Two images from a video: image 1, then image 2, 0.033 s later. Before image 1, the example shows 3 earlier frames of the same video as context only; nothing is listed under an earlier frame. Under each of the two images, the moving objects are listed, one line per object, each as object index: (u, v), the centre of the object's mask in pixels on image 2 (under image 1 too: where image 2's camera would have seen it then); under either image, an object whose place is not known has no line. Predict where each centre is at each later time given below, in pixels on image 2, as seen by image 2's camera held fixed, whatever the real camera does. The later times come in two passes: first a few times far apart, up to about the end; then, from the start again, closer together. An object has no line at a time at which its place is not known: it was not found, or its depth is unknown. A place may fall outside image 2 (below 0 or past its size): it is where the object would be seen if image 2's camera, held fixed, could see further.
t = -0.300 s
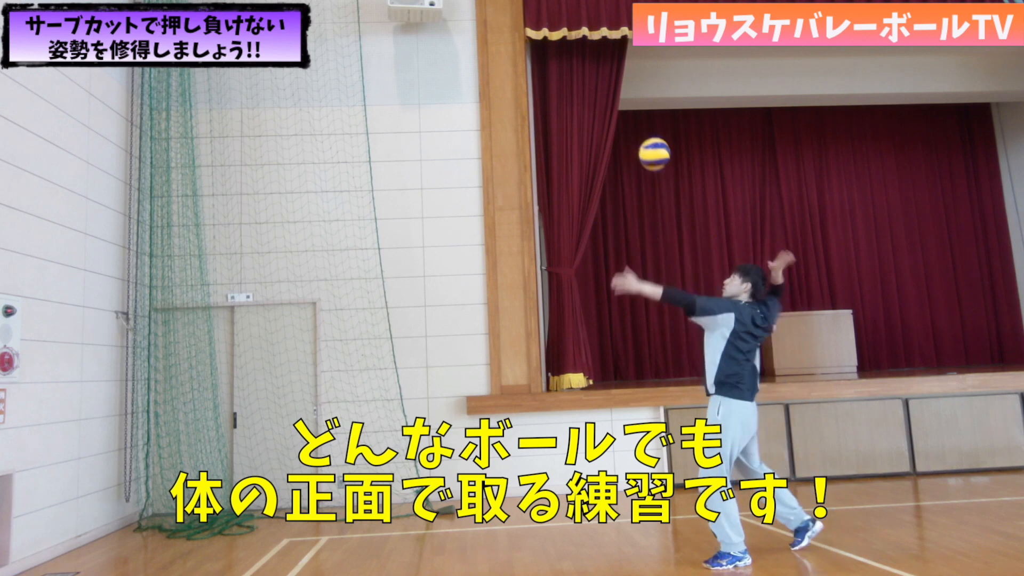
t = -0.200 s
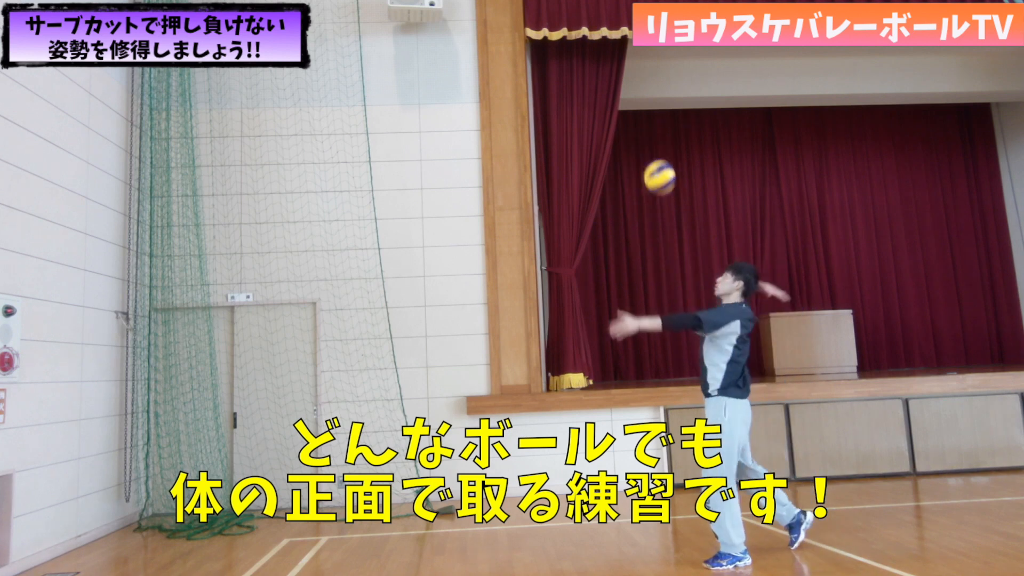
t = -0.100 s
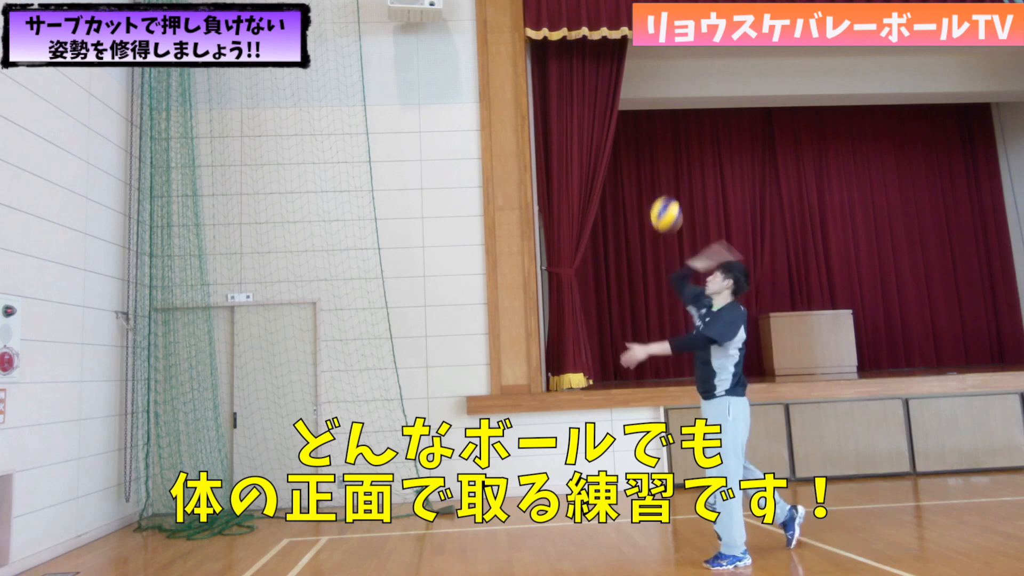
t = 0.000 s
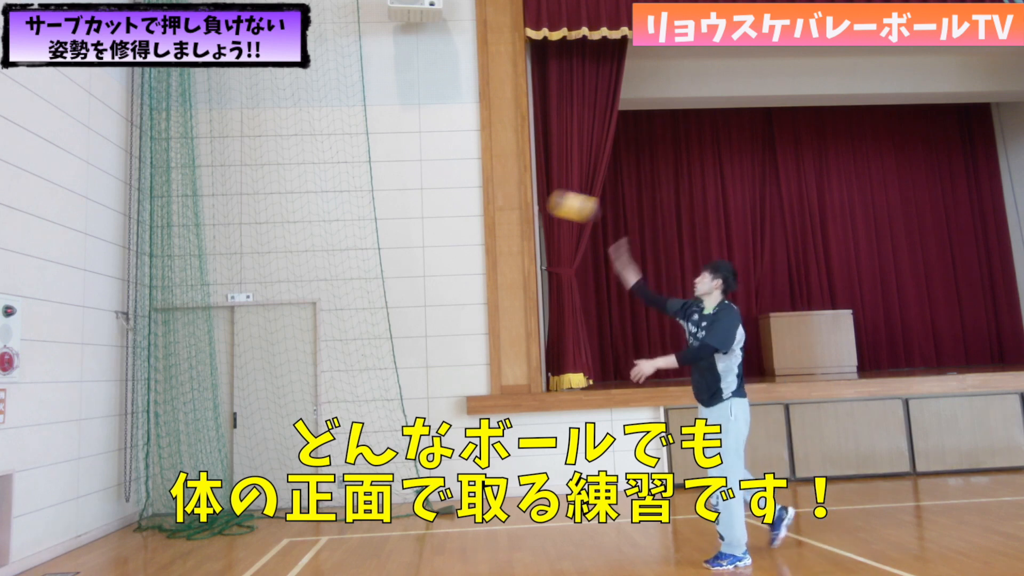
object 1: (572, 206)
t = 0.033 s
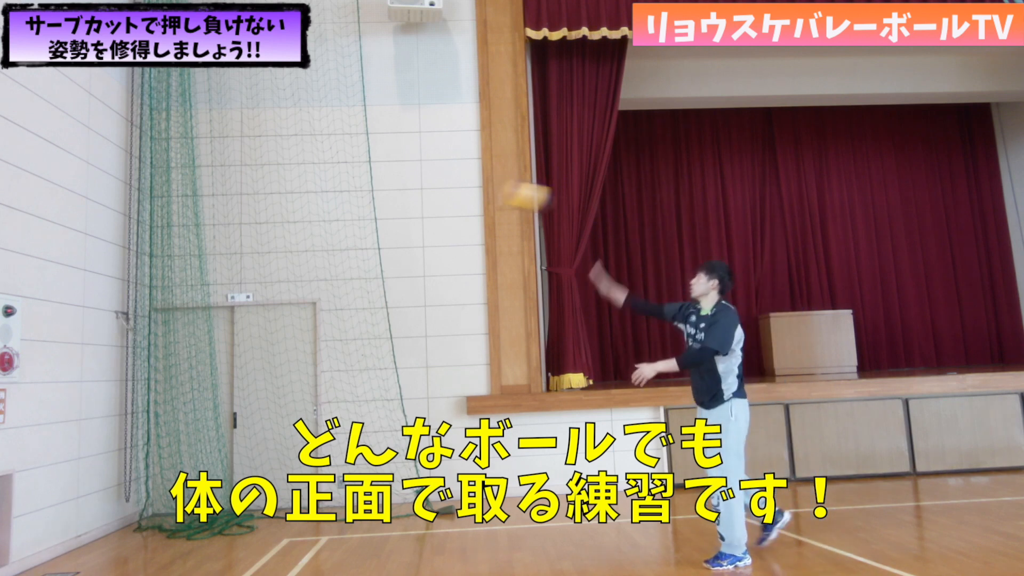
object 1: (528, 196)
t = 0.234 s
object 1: (258, 162)
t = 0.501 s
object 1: (50, 185)
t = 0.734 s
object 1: (255, 257)
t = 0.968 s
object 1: (454, 403)
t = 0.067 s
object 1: (486, 188)
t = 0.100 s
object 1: (436, 179)
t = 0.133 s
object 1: (390, 173)
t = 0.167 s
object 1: (346, 168)
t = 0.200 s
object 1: (301, 164)
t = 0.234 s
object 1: (258, 162)
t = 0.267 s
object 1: (212, 161)
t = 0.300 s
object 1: (169, 161)
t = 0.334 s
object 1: (126, 163)
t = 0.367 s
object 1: (81, 167)
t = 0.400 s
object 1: (38, 171)
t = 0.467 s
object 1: (21, 181)
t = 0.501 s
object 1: (50, 185)
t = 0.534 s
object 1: (81, 192)
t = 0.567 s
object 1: (110, 199)
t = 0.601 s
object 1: (140, 207)
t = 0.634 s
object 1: (169, 218)
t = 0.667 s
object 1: (198, 230)
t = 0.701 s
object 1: (226, 242)
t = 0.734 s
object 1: (255, 257)
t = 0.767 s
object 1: (285, 273)
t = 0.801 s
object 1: (314, 290)
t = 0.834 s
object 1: (342, 310)
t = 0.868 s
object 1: (369, 330)
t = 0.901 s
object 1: (398, 353)
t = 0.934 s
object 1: (426, 378)
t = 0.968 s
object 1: (454, 403)
